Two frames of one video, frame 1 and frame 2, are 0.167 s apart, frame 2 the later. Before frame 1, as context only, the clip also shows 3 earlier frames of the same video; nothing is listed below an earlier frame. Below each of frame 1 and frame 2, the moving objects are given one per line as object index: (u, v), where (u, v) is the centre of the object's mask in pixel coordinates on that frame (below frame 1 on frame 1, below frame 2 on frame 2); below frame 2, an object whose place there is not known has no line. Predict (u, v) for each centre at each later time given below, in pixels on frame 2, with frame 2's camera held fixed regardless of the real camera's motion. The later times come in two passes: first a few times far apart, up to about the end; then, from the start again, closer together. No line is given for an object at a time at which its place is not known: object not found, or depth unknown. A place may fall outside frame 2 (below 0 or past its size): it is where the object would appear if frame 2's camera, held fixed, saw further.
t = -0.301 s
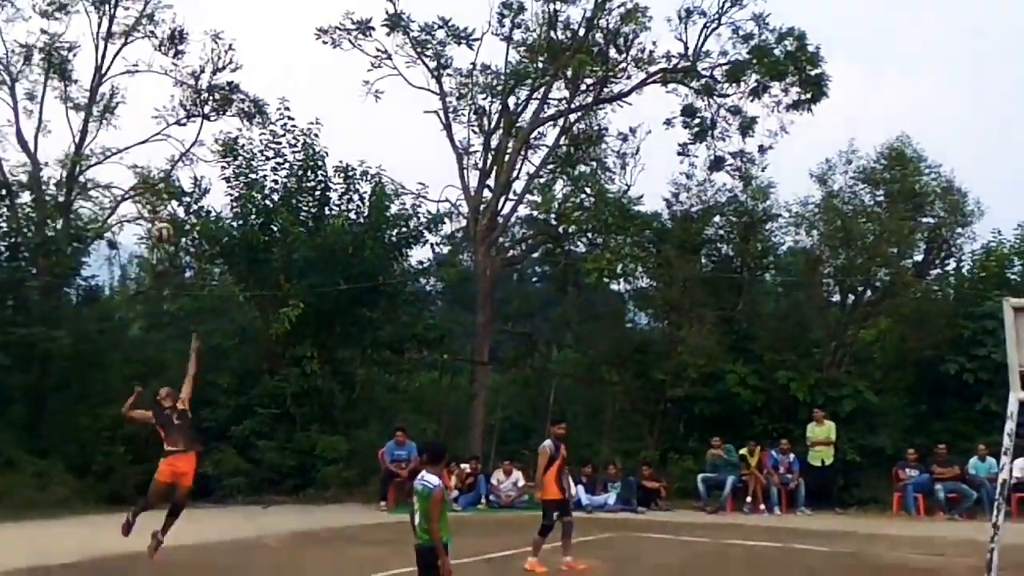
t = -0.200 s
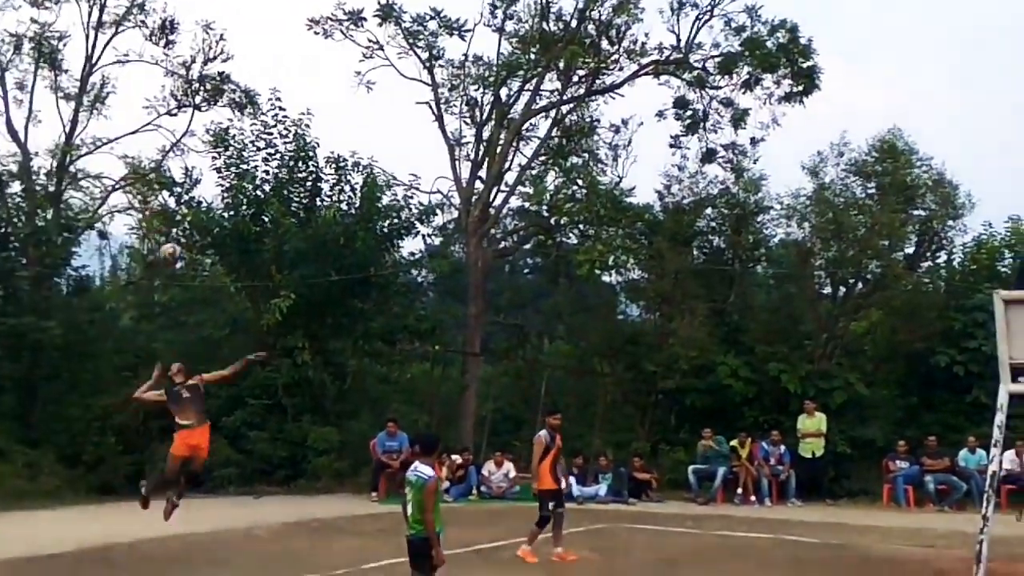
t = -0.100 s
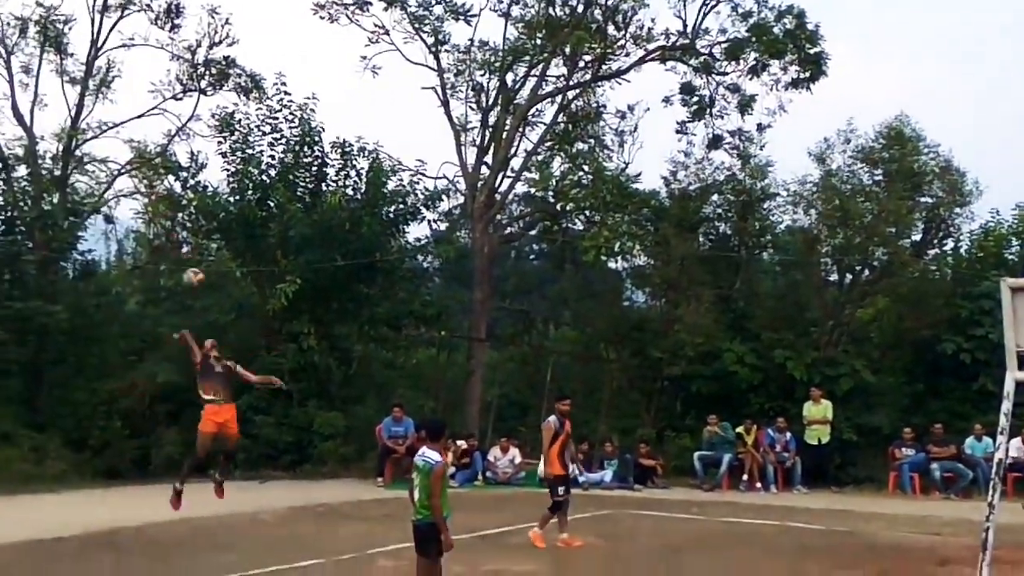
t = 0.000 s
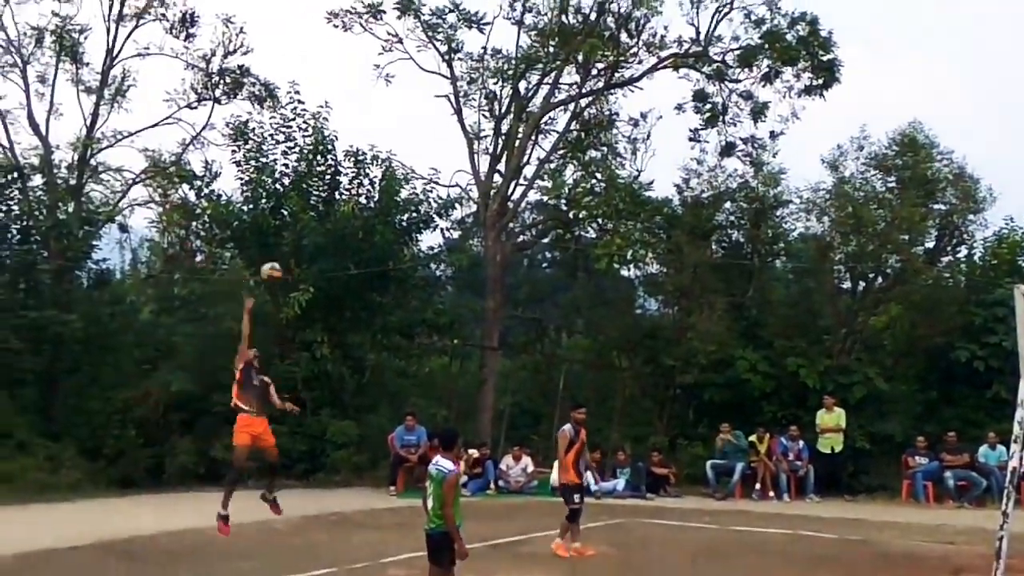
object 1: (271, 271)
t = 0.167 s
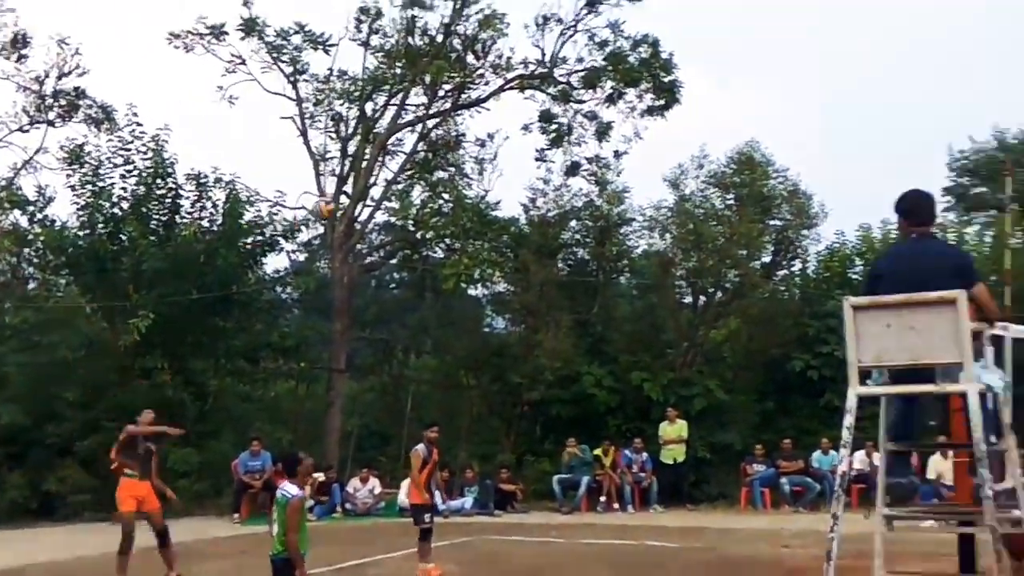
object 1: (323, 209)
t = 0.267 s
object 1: (436, 182)
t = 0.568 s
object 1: (796, 180)
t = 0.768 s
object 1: (1068, 253)
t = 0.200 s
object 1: (361, 198)
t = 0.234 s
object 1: (397, 190)
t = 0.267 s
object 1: (436, 182)
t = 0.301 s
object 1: (474, 177)
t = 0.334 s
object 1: (512, 171)
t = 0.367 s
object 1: (551, 167)
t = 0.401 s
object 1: (589, 166)
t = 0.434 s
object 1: (629, 166)
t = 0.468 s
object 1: (670, 167)
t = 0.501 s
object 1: (712, 171)
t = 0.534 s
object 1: (754, 172)
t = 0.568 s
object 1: (796, 180)
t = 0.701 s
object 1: (975, 221)
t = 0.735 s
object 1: (1021, 236)
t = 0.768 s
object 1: (1068, 253)
